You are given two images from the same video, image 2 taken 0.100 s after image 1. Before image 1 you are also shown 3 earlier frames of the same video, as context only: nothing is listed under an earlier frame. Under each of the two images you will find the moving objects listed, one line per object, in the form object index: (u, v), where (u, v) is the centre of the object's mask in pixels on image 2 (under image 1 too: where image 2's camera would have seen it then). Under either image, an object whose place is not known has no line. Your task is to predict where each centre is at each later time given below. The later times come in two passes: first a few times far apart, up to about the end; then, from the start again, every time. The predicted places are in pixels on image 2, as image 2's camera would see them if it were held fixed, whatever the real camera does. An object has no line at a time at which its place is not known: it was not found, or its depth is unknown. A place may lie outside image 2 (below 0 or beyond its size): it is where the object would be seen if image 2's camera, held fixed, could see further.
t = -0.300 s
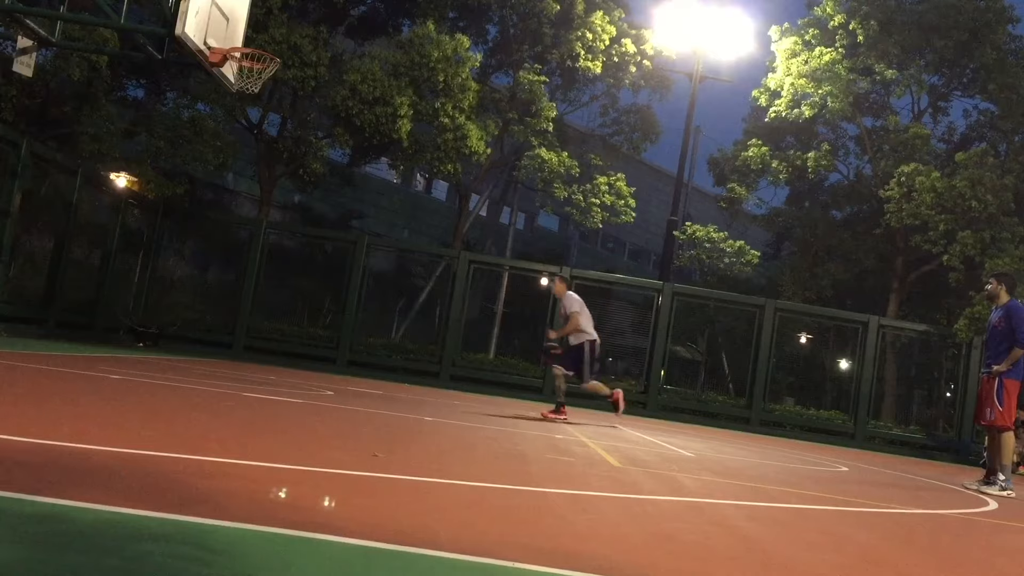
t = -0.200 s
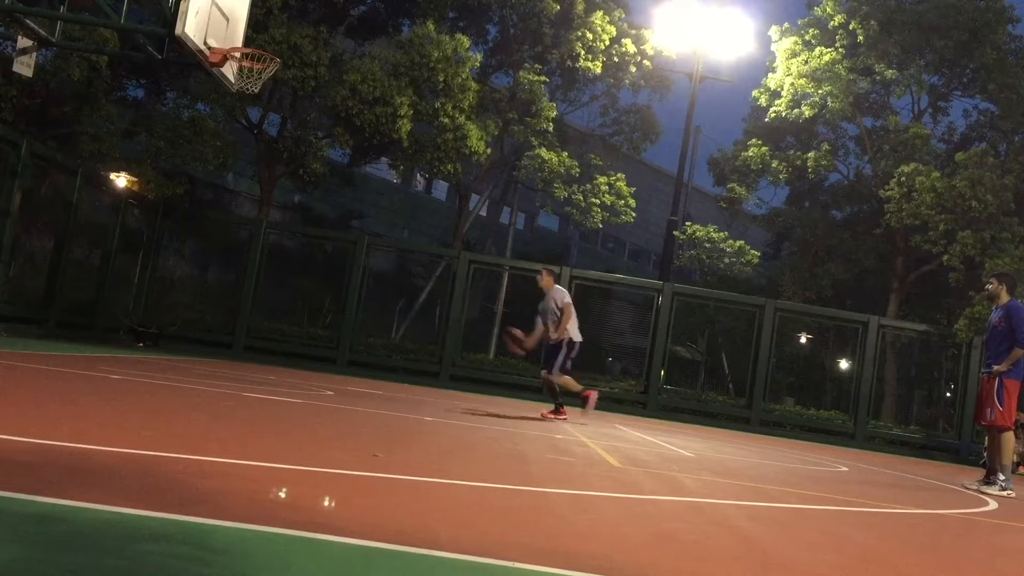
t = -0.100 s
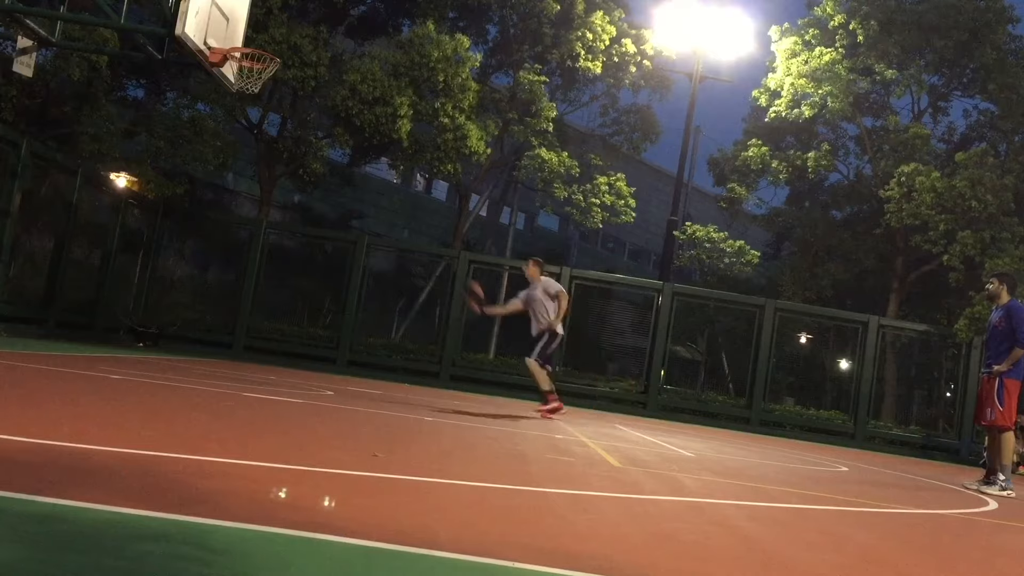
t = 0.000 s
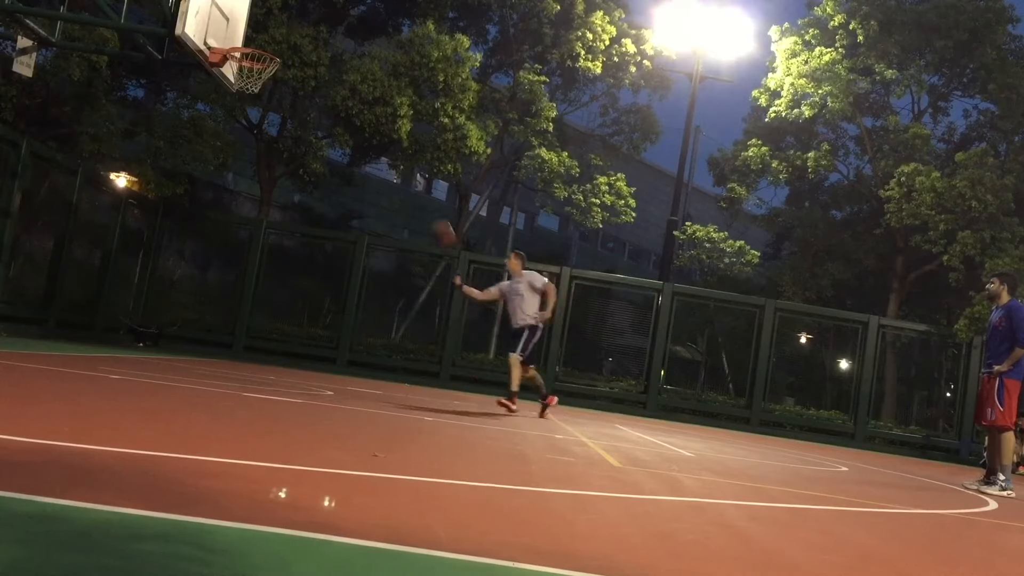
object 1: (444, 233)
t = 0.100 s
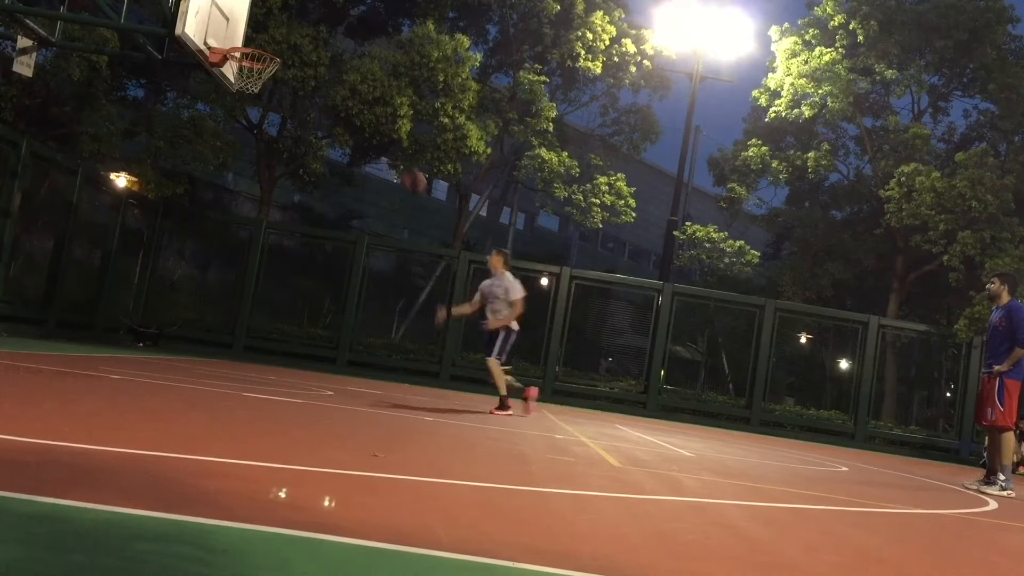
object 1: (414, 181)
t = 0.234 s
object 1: (372, 124)
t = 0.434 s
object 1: (302, 65)
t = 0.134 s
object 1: (404, 166)
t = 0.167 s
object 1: (393, 151)
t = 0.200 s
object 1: (383, 137)
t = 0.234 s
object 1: (372, 124)
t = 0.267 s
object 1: (362, 114)
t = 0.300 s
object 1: (351, 101)
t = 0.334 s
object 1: (338, 90)
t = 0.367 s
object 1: (326, 81)
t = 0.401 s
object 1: (314, 73)
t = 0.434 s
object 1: (302, 65)
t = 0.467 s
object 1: (290, 58)
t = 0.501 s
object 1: (278, 51)
